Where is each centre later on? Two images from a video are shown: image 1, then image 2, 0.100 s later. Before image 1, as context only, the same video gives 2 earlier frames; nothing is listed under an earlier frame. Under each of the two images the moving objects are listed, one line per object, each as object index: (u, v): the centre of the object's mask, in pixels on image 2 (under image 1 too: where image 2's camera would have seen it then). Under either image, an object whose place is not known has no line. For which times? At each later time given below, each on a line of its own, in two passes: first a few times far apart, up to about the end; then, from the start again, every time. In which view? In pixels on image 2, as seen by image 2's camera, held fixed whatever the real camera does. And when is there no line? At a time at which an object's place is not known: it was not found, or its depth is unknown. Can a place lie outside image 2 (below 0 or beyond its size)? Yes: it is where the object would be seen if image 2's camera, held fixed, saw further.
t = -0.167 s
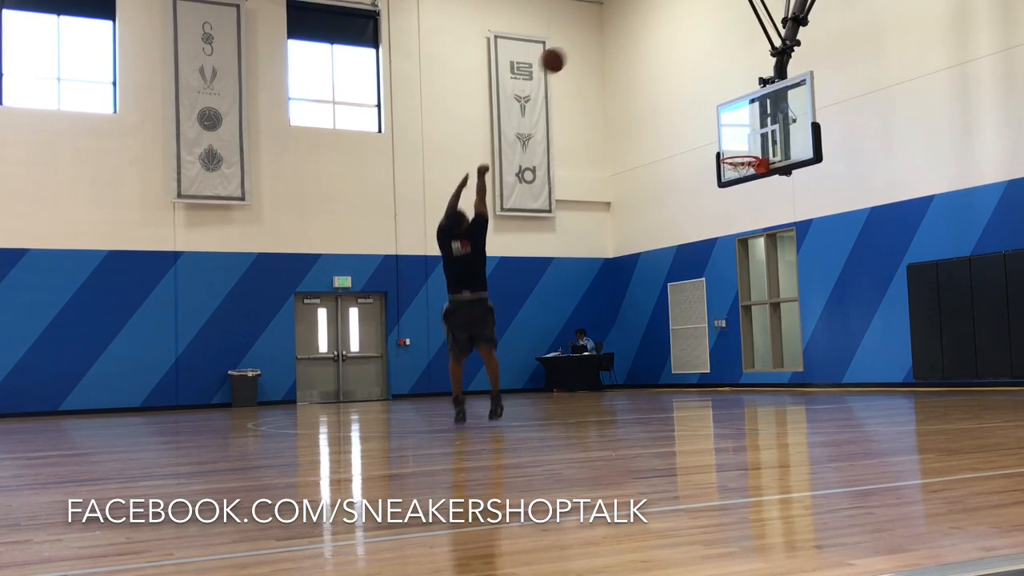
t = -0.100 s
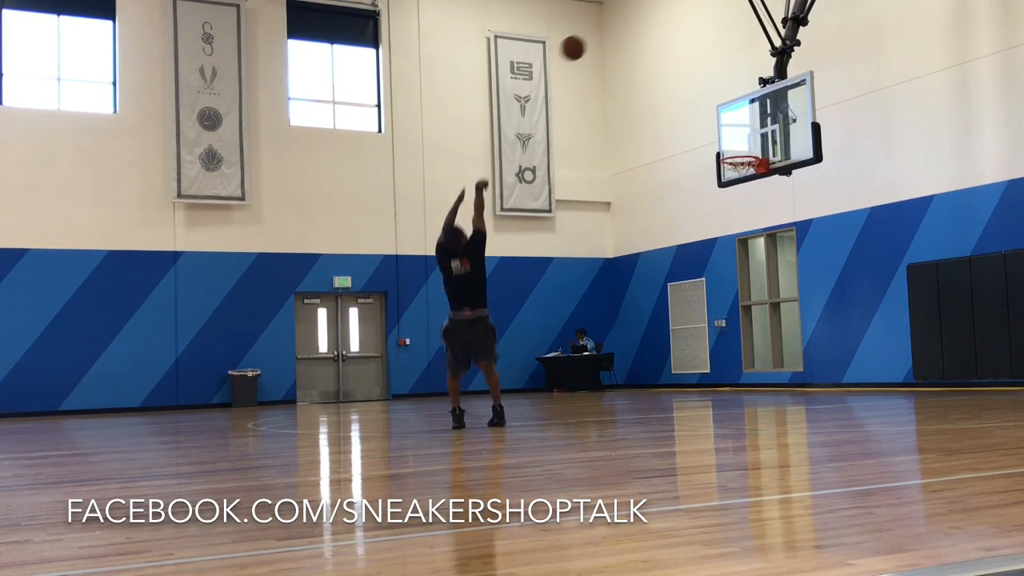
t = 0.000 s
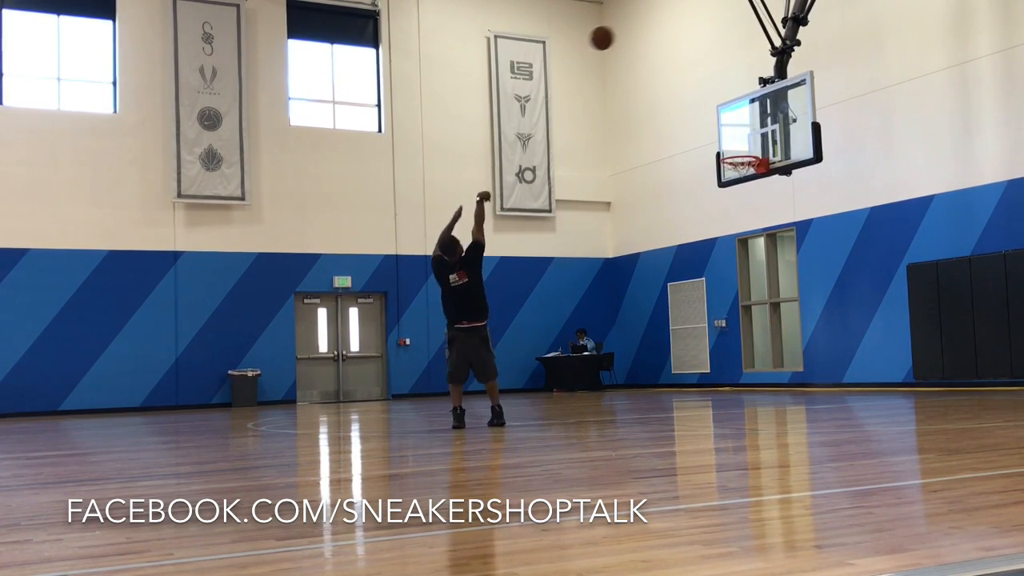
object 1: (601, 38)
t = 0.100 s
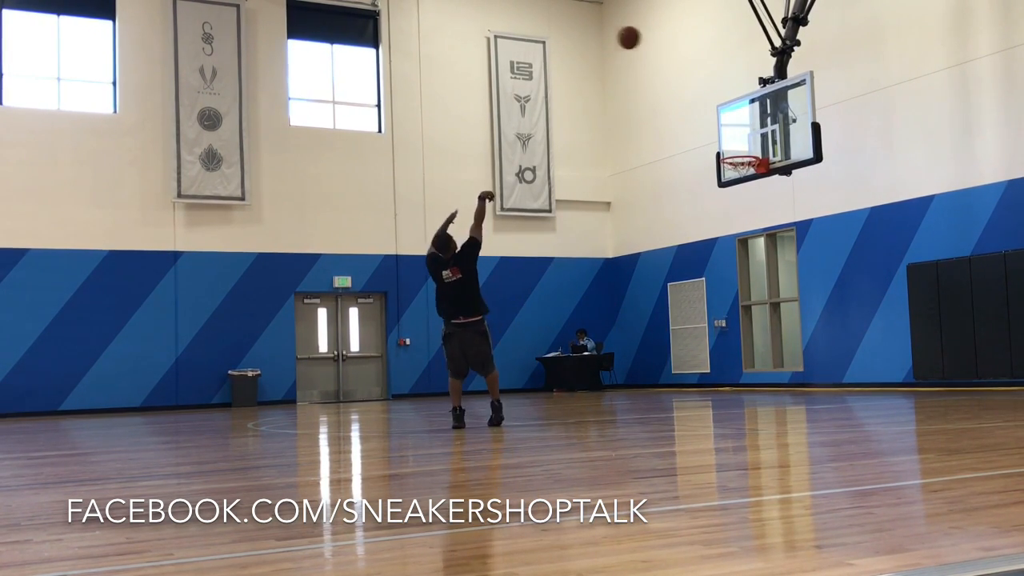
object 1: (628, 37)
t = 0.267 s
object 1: (670, 55)
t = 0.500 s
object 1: (721, 115)
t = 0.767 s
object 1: (775, 194)
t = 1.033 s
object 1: (837, 319)
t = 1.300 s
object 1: (887, 321)
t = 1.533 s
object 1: (923, 241)
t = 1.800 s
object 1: (975, 210)
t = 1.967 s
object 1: (1011, 229)
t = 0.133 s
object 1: (637, 39)
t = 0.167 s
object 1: (645, 42)
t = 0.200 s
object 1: (654, 46)
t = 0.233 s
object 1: (662, 50)
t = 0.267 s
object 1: (670, 55)
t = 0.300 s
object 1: (677, 62)
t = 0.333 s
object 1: (685, 69)
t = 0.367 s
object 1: (693, 77)
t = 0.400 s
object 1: (700, 85)
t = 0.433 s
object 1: (707, 95)
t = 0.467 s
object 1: (714, 104)
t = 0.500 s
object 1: (721, 115)
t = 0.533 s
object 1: (729, 127)
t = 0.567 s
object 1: (736, 139)
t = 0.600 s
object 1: (743, 151)
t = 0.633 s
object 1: (749, 159)
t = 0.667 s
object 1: (752, 166)
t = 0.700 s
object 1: (761, 174)
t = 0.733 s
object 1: (769, 184)
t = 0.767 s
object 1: (775, 194)
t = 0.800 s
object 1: (782, 205)
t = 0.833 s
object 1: (789, 217)
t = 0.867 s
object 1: (797, 232)
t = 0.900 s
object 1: (804, 247)
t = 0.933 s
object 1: (812, 263)
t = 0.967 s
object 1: (820, 280)
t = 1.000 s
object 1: (828, 299)
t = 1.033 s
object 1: (837, 319)
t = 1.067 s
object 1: (845, 341)
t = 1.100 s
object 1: (854, 364)
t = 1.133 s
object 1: (862, 385)
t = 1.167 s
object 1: (869, 384)
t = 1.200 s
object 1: (873, 368)
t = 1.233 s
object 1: (878, 351)
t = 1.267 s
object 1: (882, 335)
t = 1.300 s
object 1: (887, 321)
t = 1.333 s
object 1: (891, 306)
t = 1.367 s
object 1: (896, 293)
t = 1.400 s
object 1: (902, 280)
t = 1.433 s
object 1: (907, 269)
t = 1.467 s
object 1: (912, 258)
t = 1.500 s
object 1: (917, 249)
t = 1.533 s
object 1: (923, 241)
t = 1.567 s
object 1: (929, 233)
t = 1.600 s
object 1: (935, 227)
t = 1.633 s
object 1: (941, 221)
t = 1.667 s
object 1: (948, 216)
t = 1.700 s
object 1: (954, 213)
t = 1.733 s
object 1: (961, 211)
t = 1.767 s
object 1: (968, 210)
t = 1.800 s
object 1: (975, 210)
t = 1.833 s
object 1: (983, 212)
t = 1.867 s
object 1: (990, 214)
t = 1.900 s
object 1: (997, 218)
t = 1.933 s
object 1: (1005, 223)
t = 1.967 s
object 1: (1011, 229)
